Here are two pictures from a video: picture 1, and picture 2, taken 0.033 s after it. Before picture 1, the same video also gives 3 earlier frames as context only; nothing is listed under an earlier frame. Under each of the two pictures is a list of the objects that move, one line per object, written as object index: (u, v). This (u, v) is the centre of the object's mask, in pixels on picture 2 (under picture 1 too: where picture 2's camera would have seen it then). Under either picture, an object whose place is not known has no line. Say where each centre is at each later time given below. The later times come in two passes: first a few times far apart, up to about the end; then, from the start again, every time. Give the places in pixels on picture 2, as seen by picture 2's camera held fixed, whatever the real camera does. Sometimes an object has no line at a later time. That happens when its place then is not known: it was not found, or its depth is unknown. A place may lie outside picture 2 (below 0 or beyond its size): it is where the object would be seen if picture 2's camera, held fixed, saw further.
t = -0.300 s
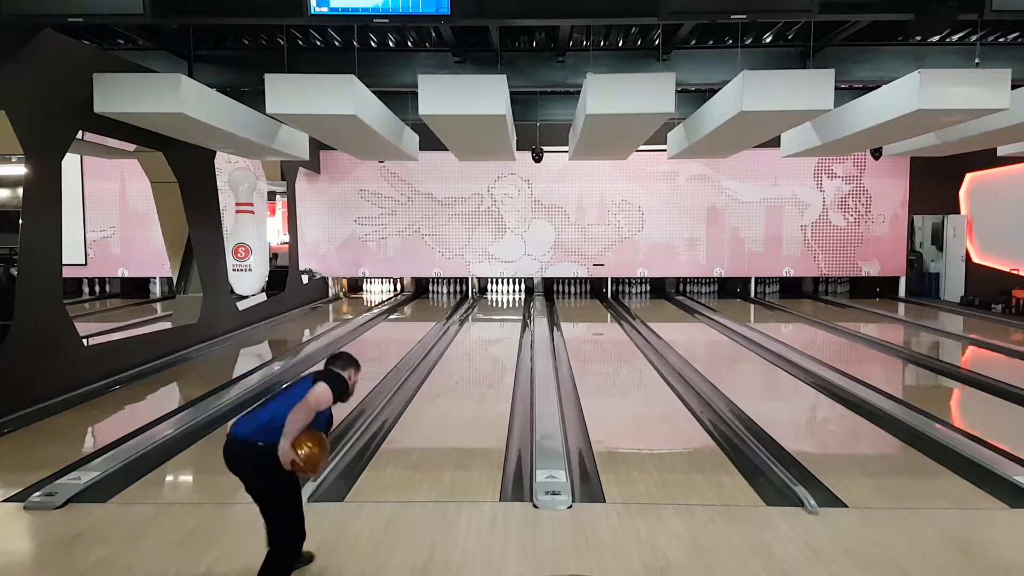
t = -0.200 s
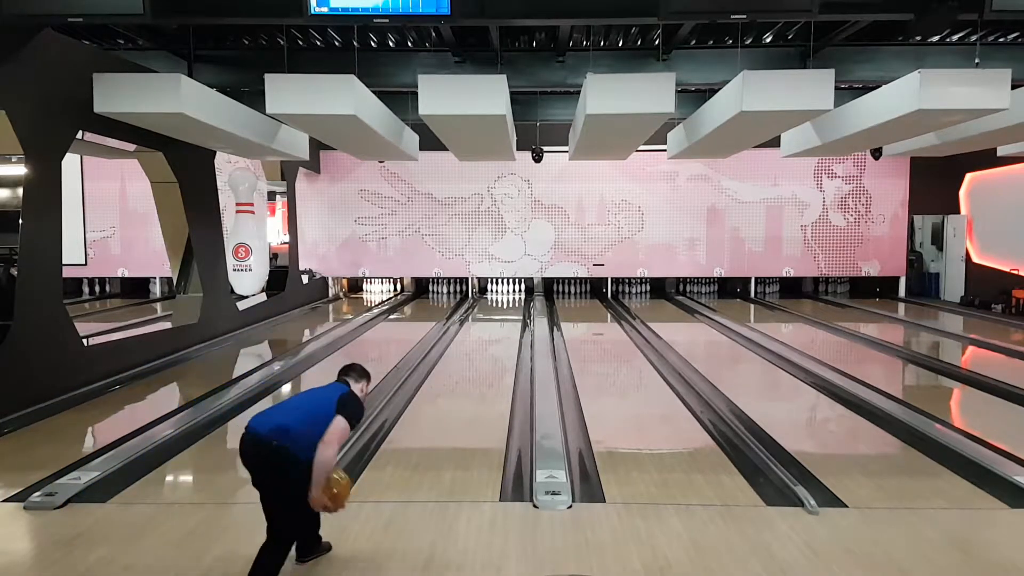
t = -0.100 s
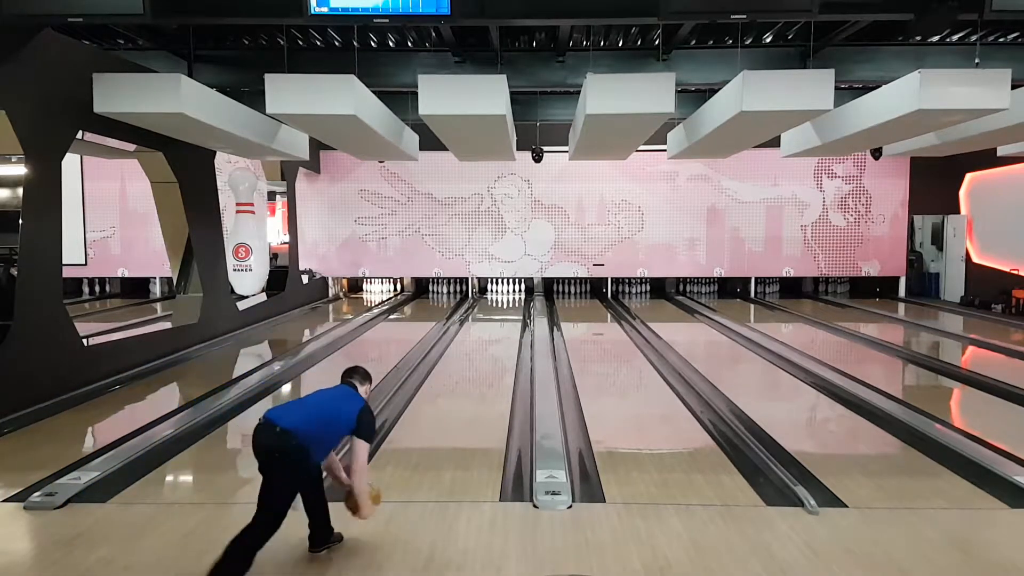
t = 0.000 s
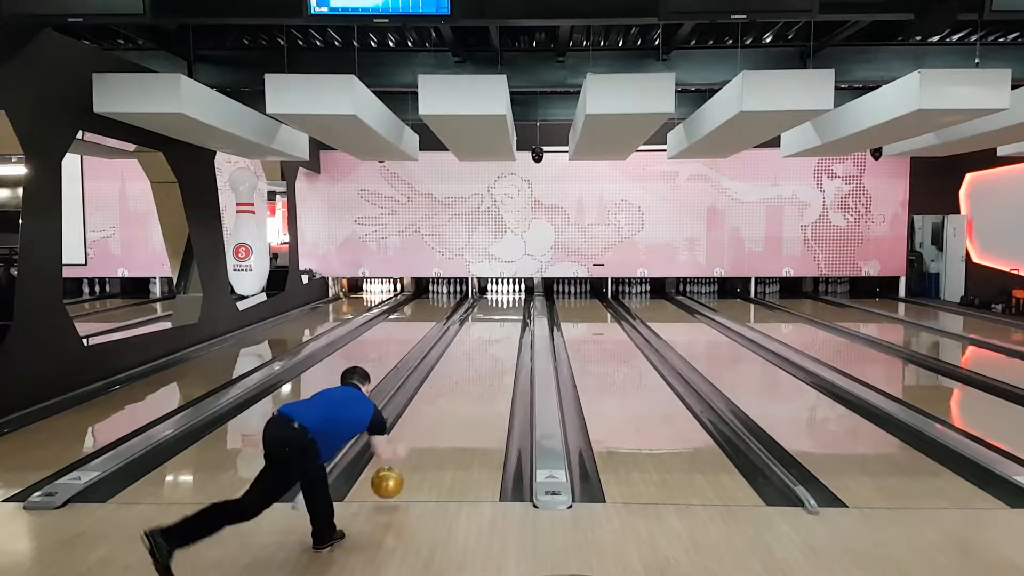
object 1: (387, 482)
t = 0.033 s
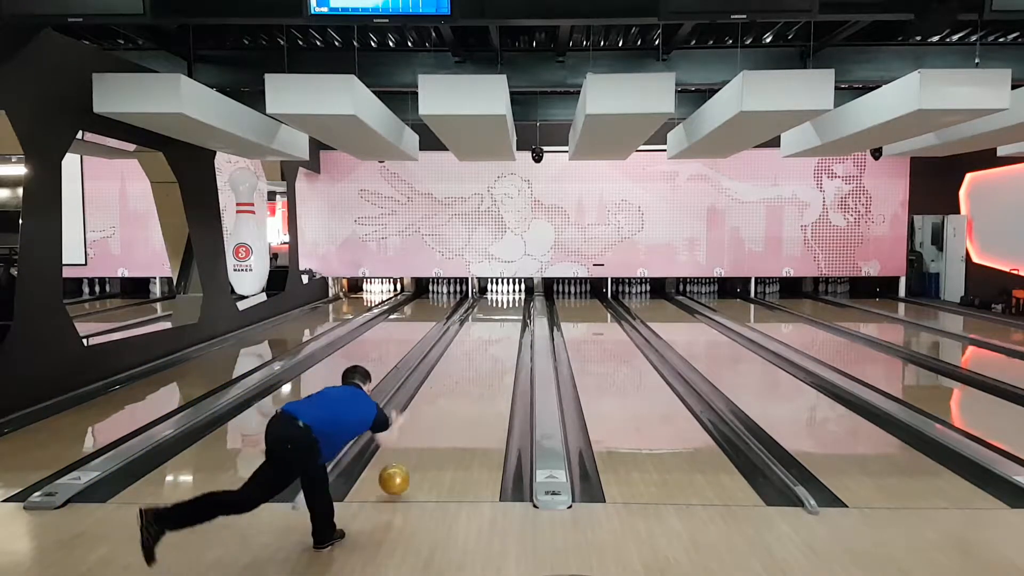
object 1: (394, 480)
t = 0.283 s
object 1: (433, 430)
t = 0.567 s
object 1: (461, 391)
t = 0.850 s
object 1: (479, 364)
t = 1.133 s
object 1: (492, 345)
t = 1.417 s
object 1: (501, 331)
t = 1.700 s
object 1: (507, 320)
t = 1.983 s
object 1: (511, 311)
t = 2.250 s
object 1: (513, 304)
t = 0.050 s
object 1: (397, 479)
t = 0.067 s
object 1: (401, 477)
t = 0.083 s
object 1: (403, 472)
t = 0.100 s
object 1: (406, 467)
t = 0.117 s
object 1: (409, 463)
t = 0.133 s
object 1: (412, 460)
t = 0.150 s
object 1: (415, 457)
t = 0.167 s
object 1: (417, 453)
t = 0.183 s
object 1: (420, 449)
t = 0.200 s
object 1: (423, 445)
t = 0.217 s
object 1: (425, 442)
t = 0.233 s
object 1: (427, 439)
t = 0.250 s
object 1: (429, 436)
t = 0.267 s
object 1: (431, 433)
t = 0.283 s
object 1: (433, 430)
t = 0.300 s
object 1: (435, 427)
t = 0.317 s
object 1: (437, 424)
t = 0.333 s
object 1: (439, 422)
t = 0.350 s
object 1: (441, 419)
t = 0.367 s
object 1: (443, 417)
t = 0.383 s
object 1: (445, 414)
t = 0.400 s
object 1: (446, 412)
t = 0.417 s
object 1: (448, 409)
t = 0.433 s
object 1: (449, 407)
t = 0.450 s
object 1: (451, 405)
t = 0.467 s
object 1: (452, 403)
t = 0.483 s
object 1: (454, 401)
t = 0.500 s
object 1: (455, 399)
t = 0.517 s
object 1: (457, 397)
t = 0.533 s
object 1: (458, 395)
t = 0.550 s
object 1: (460, 393)
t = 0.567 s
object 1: (461, 391)
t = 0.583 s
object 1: (462, 389)
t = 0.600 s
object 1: (463, 387)
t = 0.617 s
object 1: (465, 385)
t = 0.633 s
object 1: (466, 384)
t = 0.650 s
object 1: (467, 382)
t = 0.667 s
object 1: (468, 380)
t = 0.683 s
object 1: (469, 379)
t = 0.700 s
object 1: (470, 377)
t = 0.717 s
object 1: (471, 376)
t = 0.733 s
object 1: (472, 374)
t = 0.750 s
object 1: (473, 373)
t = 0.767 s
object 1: (474, 371)
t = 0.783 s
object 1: (475, 370)
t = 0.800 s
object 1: (476, 368)
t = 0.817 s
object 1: (477, 367)
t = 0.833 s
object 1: (478, 366)
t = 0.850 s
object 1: (479, 364)
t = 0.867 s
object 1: (480, 363)
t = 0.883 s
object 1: (481, 362)
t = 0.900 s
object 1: (482, 360)
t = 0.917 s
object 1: (483, 359)
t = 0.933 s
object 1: (483, 358)
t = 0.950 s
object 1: (484, 357)
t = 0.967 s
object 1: (485, 356)
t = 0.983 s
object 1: (486, 354)
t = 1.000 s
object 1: (486, 353)
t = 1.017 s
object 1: (487, 352)
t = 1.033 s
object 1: (488, 351)
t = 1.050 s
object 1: (489, 350)
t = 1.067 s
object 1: (489, 349)
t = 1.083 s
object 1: (490, 348)
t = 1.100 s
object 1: (491, 347)
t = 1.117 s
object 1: (491, 346)
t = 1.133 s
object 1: (492, 345)
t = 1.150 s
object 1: (493, 344)
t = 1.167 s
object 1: (493, 343)
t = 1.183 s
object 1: (494, 342)
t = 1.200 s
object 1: (494, 341)
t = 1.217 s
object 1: (495, 340)
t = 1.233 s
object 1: (495, 340)
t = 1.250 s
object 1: (496, 339)
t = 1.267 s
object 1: (496, 338)
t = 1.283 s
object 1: (497, 337)
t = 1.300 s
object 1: (497, 336)
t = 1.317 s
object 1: (498, 335)
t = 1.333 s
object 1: (498, 335)
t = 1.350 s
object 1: (499, 334)
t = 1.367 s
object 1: (500, 333)
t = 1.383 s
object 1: (500, 332)
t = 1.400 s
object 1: (501, 331)
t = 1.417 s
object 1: (501, 331)
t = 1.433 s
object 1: (501, 330)
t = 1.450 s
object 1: (502, 329)
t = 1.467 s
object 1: (502, 329)
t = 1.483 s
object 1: (503, 328)
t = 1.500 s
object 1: (503, 328)
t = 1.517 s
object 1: (503, 327)
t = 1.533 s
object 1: (504, 326)
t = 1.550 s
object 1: (504, 326)
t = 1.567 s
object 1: (505, 325)
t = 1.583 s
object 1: (505, 325)
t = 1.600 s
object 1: (505, 324)
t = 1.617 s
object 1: (506, 323)
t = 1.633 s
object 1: (506, 322)
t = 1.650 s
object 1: (506, 322)
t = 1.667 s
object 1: (507, 321)
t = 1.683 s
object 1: (507, 320)
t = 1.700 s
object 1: (507, 320)
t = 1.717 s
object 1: (508, 320)
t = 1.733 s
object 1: (508, 319)
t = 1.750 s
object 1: (508, 319)
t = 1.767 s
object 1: (509, 318)
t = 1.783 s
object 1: (509, 317)
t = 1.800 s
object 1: (509, 317)
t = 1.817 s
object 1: (509, 316)
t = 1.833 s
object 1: (510, 316)
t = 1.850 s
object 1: (510, 315)
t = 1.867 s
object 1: (510, 315)
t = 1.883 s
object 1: (510, 314)
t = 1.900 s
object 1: (511, 313)
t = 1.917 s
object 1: (511, 312)
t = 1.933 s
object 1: (511, 312)
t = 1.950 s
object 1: (511, 312)
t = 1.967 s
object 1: (511, 311)
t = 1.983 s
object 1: (511, 311)
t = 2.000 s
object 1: (511, 311)
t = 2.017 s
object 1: (512, 310)
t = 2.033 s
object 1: (512, 310)
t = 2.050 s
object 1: (512, 309)
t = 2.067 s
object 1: (512, 309)
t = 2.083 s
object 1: (512, 308)
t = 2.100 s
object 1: (512, 308)
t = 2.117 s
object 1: (512, 307)
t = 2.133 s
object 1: (513, 307)
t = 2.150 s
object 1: (513, 307)
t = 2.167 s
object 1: (513, 307)
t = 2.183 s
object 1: (513, 306)
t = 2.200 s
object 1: (513, 305)
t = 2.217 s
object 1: (513, 305)
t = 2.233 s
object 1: (513, 305)
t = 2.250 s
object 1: (513, 304)
